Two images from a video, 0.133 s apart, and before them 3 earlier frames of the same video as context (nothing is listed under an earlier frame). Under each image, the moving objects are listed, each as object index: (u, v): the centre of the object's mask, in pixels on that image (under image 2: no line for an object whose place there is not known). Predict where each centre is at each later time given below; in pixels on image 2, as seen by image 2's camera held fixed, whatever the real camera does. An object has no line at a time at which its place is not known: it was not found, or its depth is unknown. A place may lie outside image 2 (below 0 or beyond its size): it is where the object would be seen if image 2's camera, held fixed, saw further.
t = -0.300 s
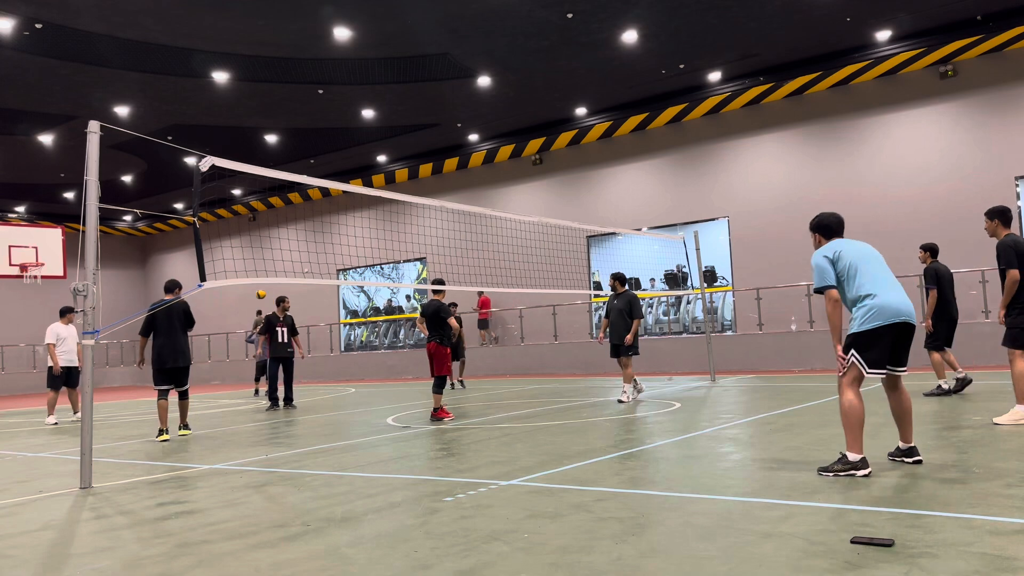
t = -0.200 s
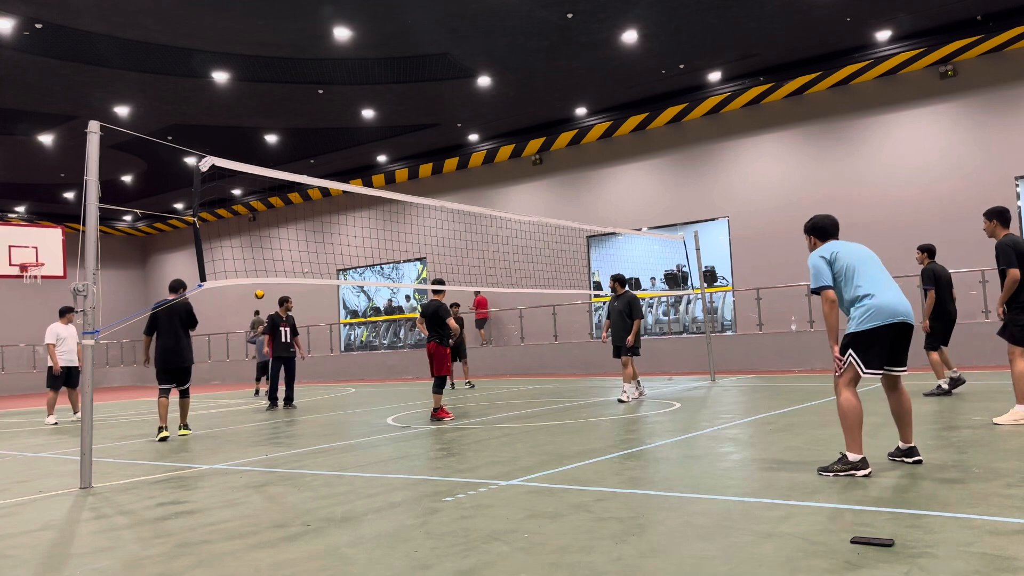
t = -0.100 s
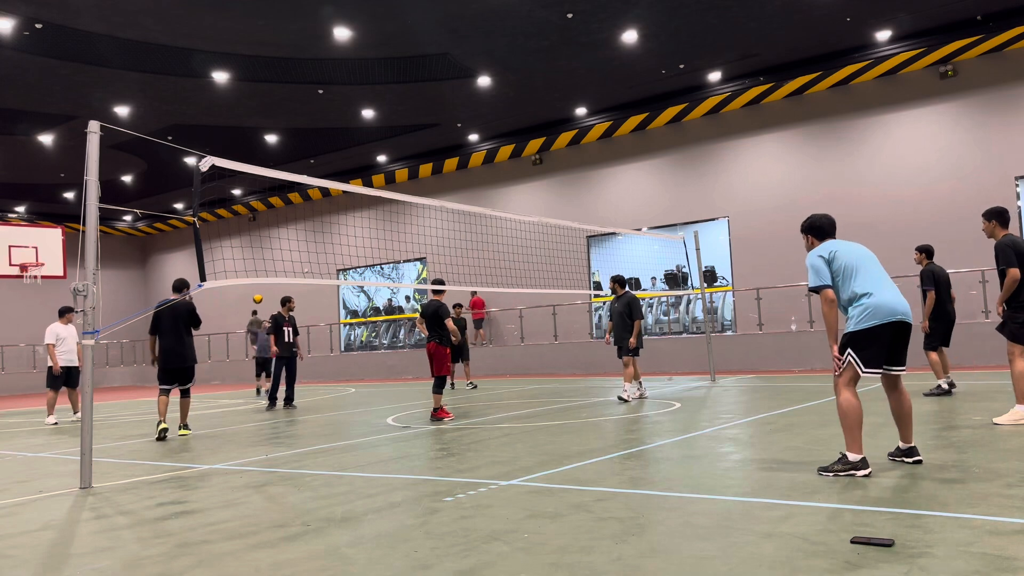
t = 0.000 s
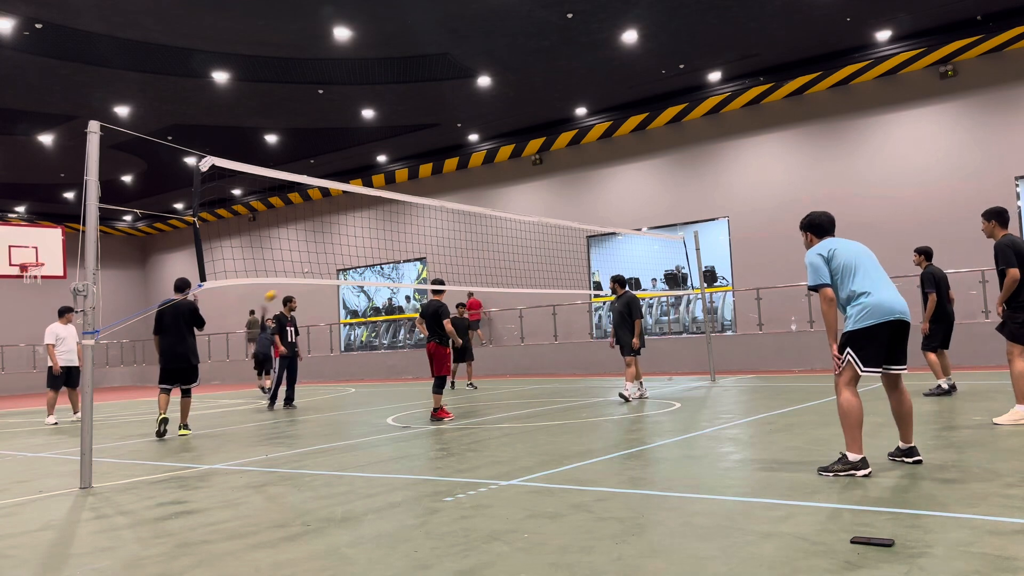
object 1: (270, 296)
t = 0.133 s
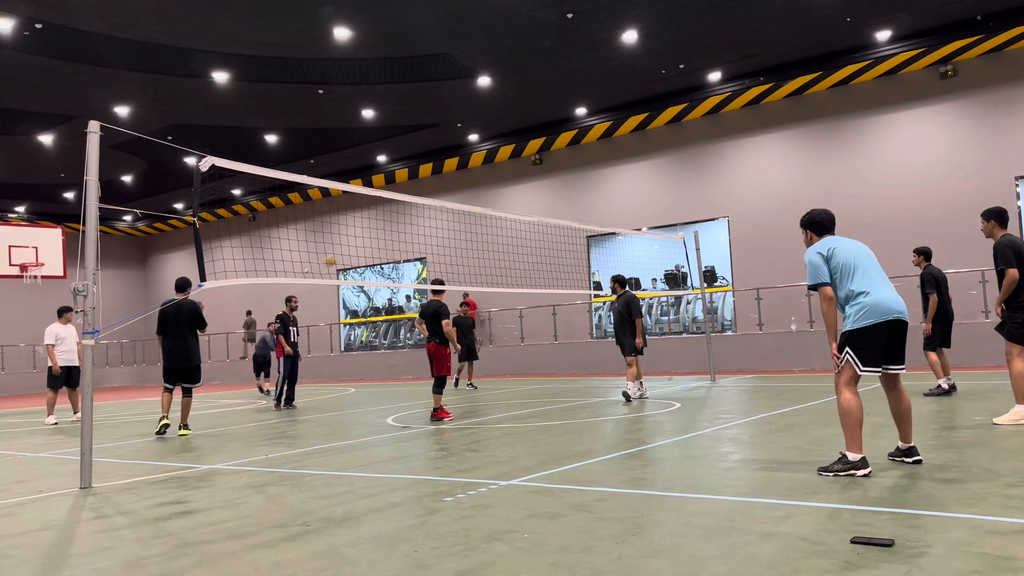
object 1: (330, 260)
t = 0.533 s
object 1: (571, 177)
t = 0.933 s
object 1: (1001, 159)
